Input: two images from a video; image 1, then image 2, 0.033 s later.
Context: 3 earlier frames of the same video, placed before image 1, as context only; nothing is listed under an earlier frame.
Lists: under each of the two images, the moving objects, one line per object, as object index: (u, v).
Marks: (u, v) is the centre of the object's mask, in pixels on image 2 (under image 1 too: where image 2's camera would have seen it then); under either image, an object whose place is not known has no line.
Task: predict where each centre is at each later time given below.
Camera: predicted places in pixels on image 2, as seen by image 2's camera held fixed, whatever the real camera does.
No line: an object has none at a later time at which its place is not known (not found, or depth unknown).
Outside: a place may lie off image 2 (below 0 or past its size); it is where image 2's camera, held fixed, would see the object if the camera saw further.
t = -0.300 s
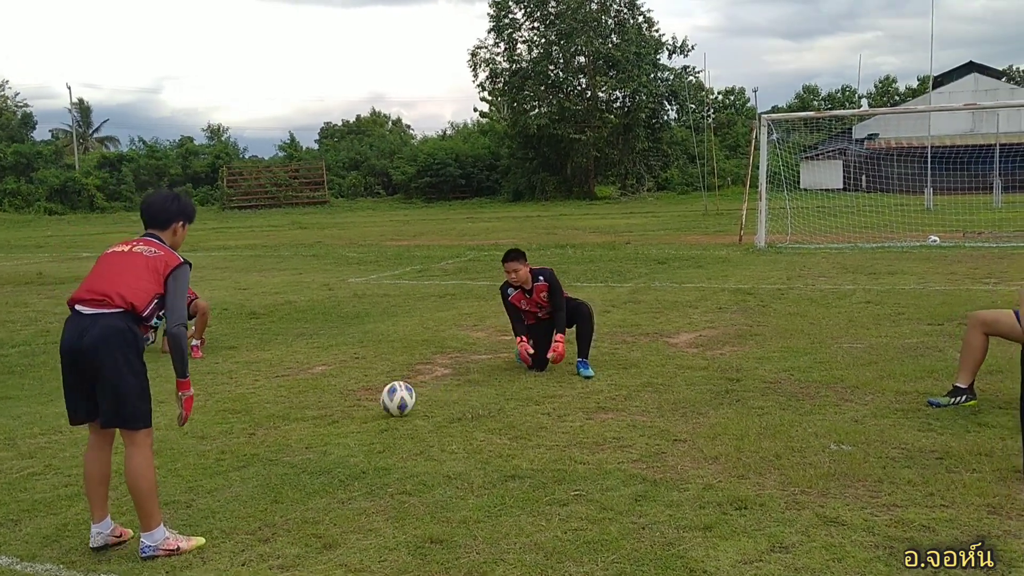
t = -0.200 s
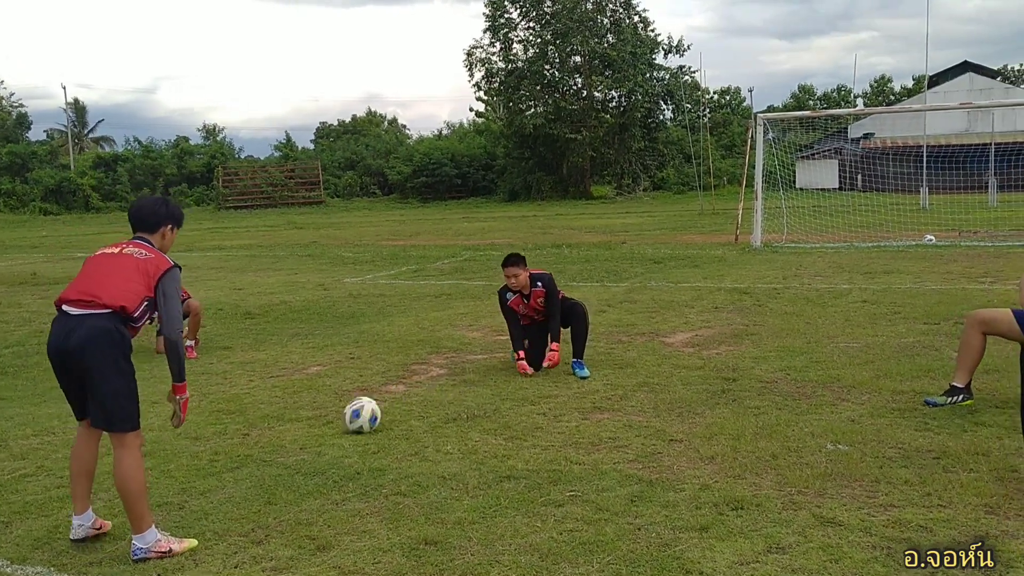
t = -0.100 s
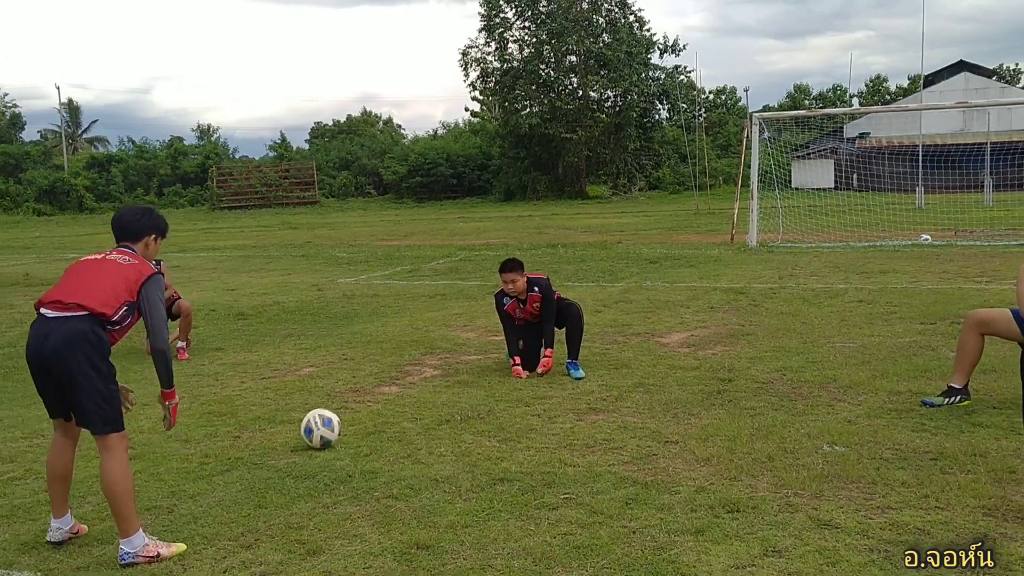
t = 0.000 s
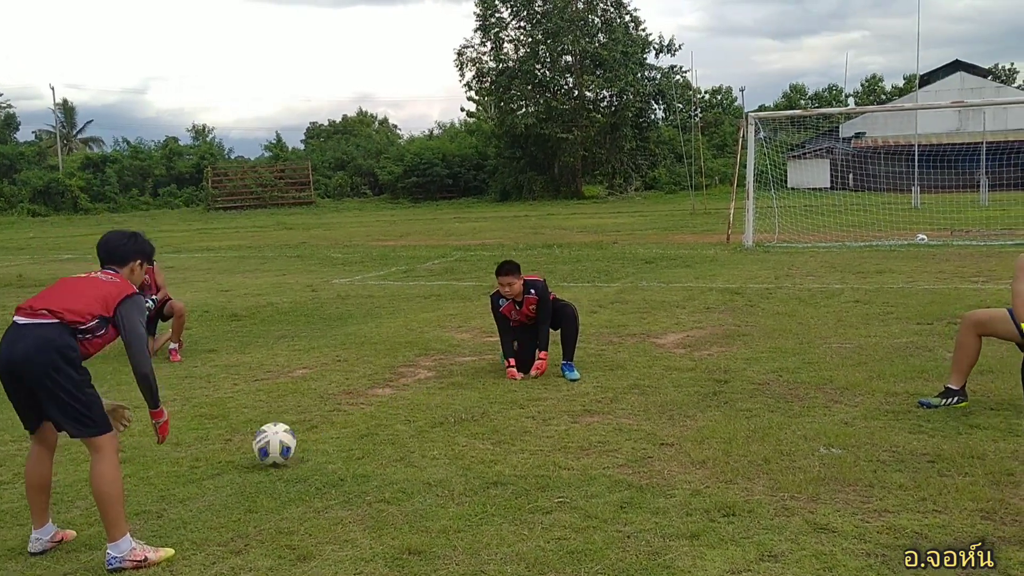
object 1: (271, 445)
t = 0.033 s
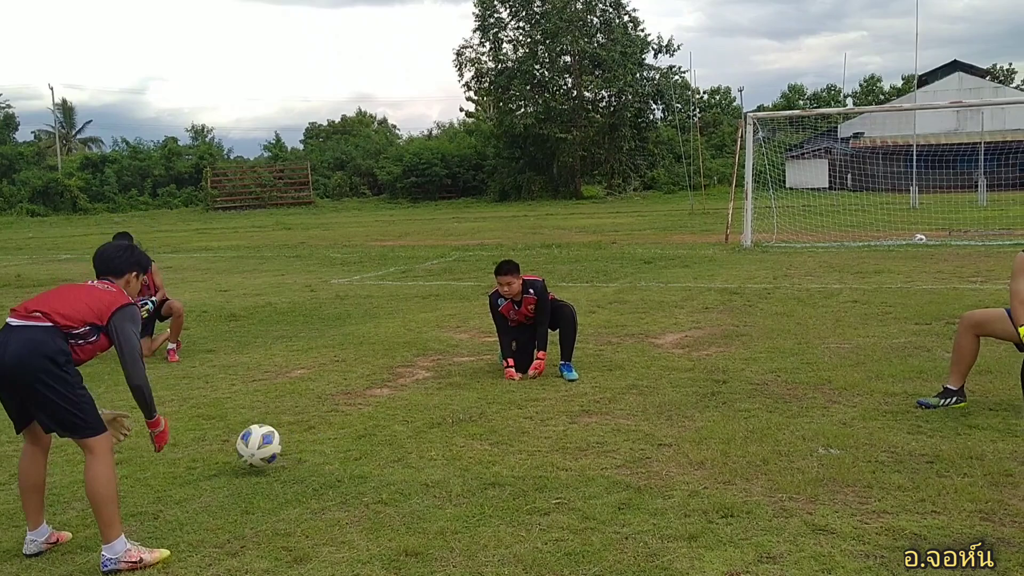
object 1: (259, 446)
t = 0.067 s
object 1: (246, 448)
